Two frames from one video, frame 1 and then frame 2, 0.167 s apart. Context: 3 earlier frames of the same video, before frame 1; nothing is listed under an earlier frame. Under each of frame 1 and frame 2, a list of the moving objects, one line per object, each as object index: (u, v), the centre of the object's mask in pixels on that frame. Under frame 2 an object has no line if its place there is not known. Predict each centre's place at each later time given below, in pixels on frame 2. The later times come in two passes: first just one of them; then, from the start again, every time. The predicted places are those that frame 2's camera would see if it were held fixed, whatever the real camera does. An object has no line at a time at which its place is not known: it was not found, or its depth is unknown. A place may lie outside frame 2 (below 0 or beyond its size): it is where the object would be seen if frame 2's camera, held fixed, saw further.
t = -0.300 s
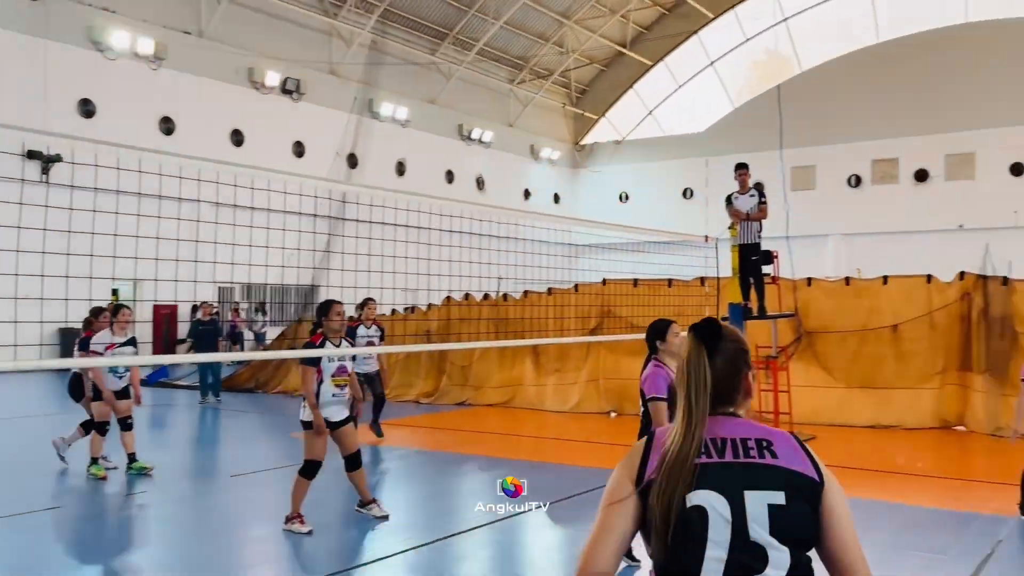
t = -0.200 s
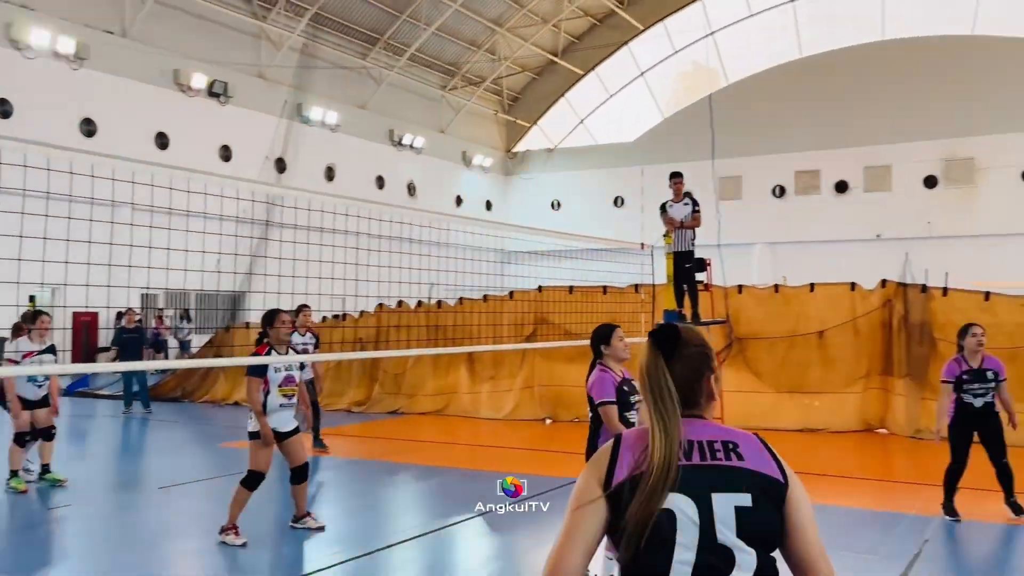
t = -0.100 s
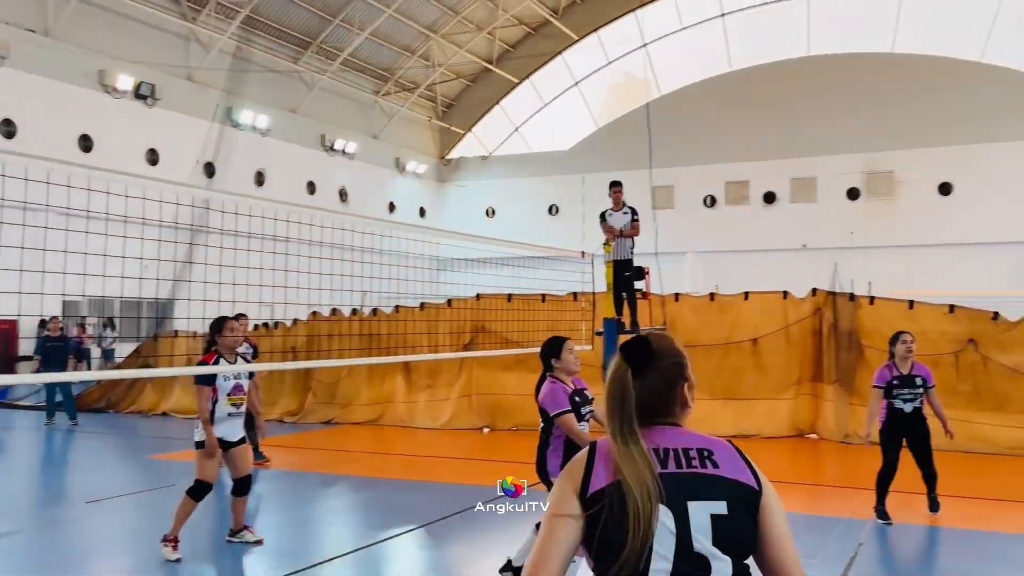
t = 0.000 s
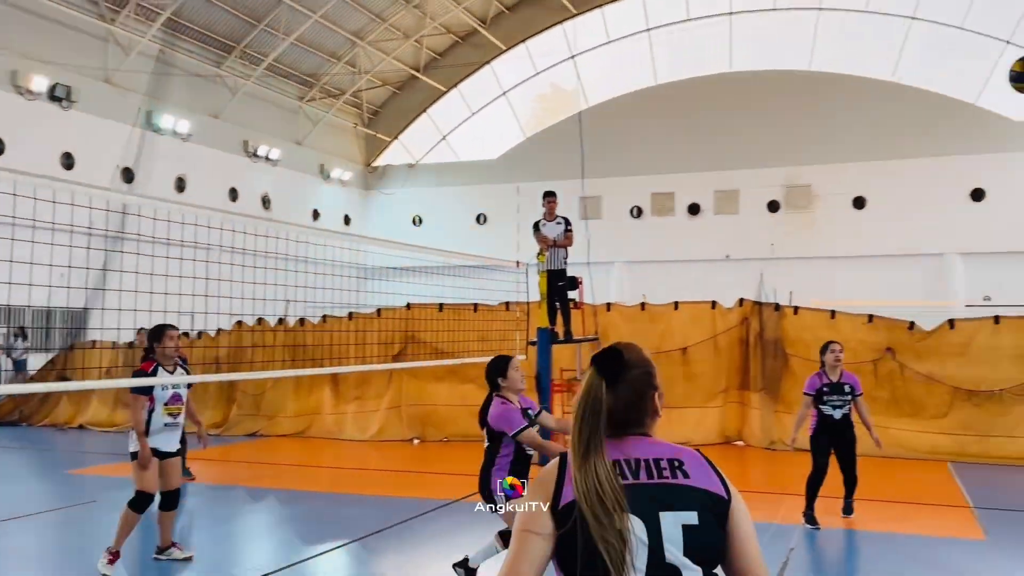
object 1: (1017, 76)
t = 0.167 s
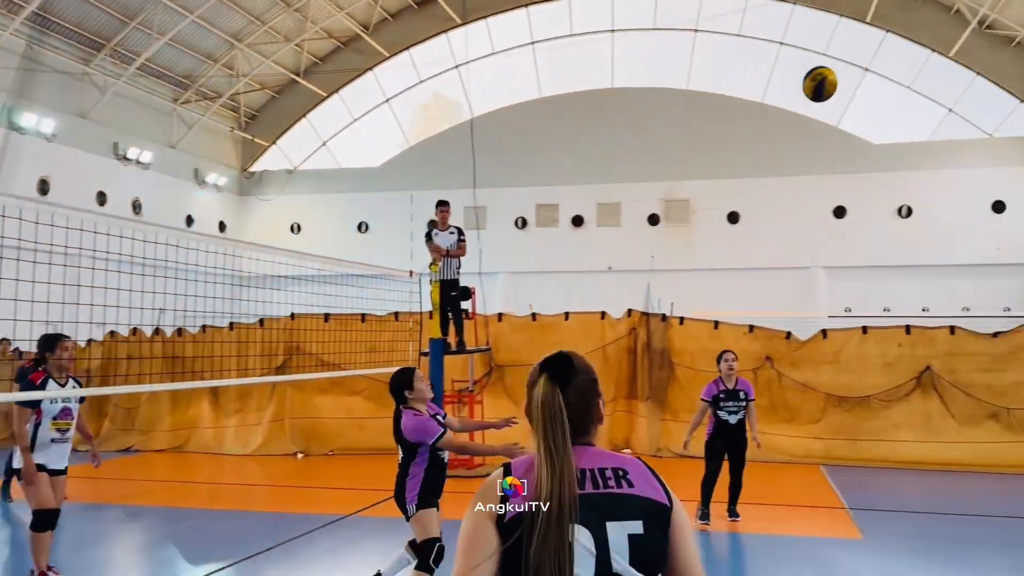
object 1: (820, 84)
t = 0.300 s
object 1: (765, 101)
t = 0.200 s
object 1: (807, 85)
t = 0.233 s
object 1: (794, 89)
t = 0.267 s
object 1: (779, 94)
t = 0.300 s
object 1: (765, 101)
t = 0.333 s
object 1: (752, 110)
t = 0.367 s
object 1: (741, 120)
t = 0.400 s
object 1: (729, 132)
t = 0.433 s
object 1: (718, 145)
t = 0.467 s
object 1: (706, 161)
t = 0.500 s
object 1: (694, 179)
